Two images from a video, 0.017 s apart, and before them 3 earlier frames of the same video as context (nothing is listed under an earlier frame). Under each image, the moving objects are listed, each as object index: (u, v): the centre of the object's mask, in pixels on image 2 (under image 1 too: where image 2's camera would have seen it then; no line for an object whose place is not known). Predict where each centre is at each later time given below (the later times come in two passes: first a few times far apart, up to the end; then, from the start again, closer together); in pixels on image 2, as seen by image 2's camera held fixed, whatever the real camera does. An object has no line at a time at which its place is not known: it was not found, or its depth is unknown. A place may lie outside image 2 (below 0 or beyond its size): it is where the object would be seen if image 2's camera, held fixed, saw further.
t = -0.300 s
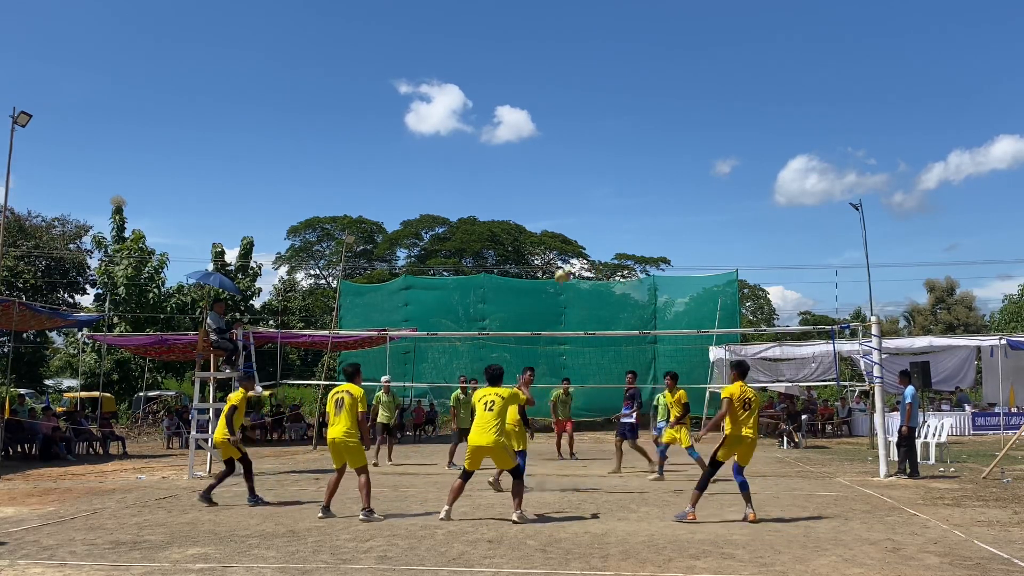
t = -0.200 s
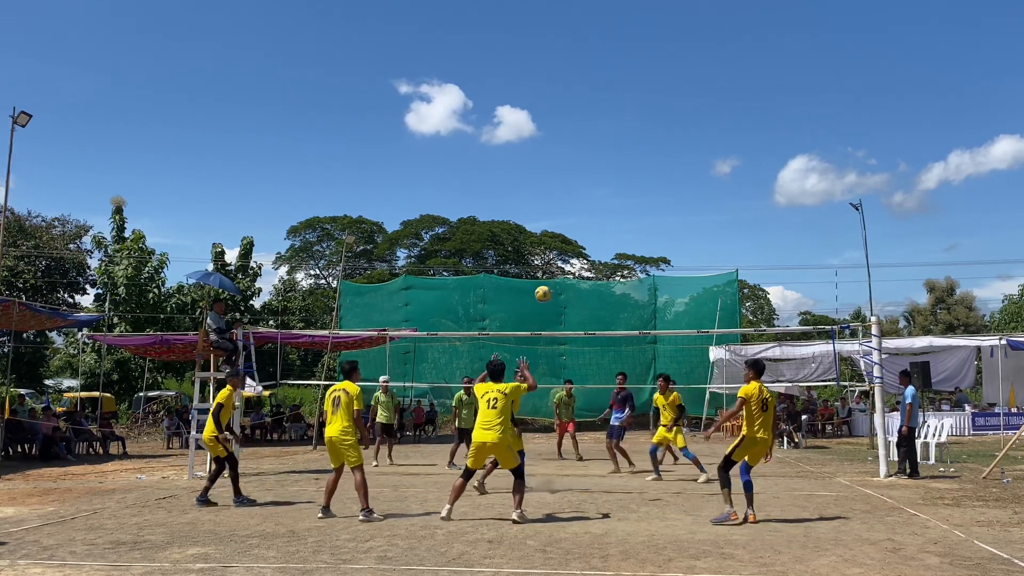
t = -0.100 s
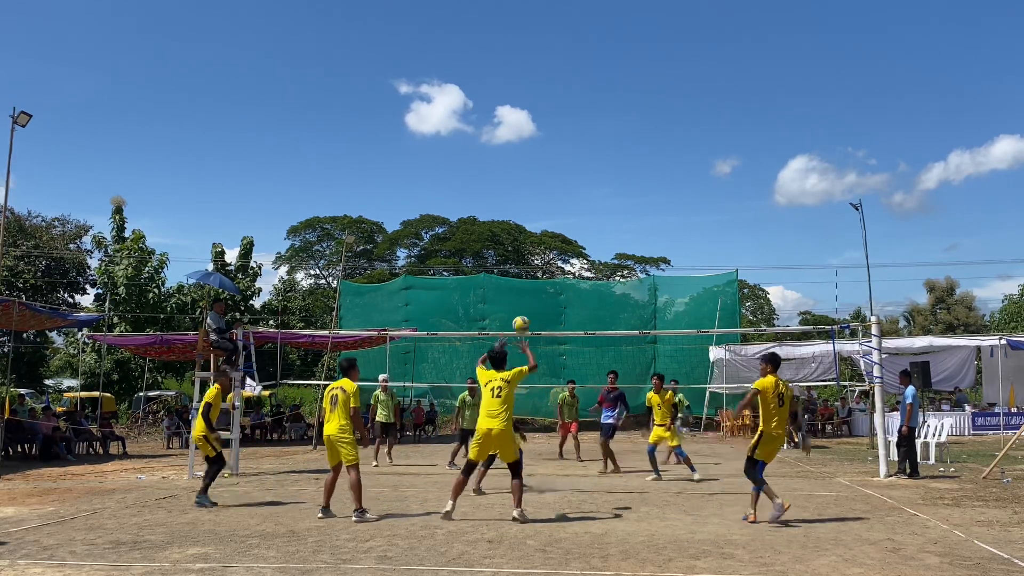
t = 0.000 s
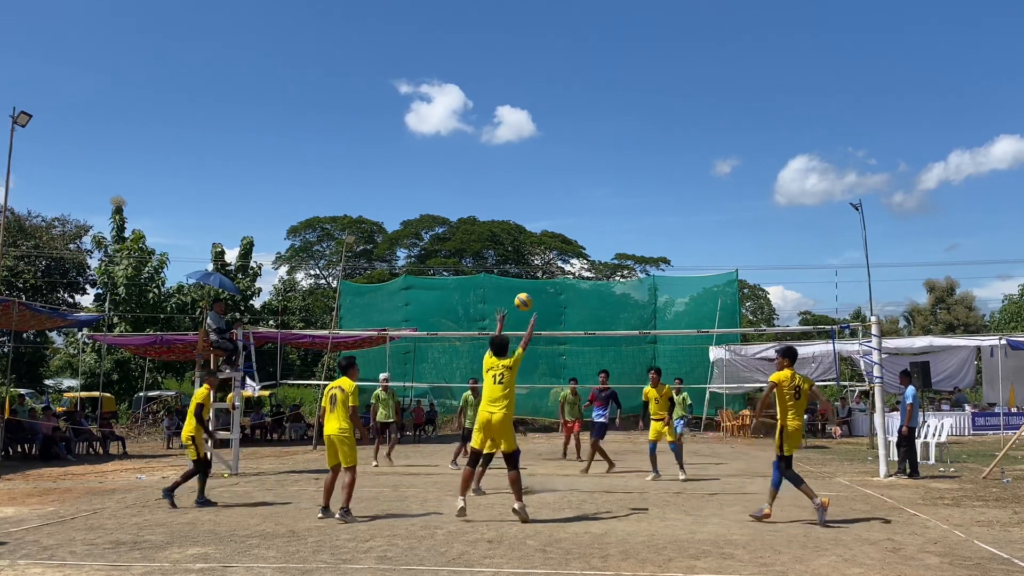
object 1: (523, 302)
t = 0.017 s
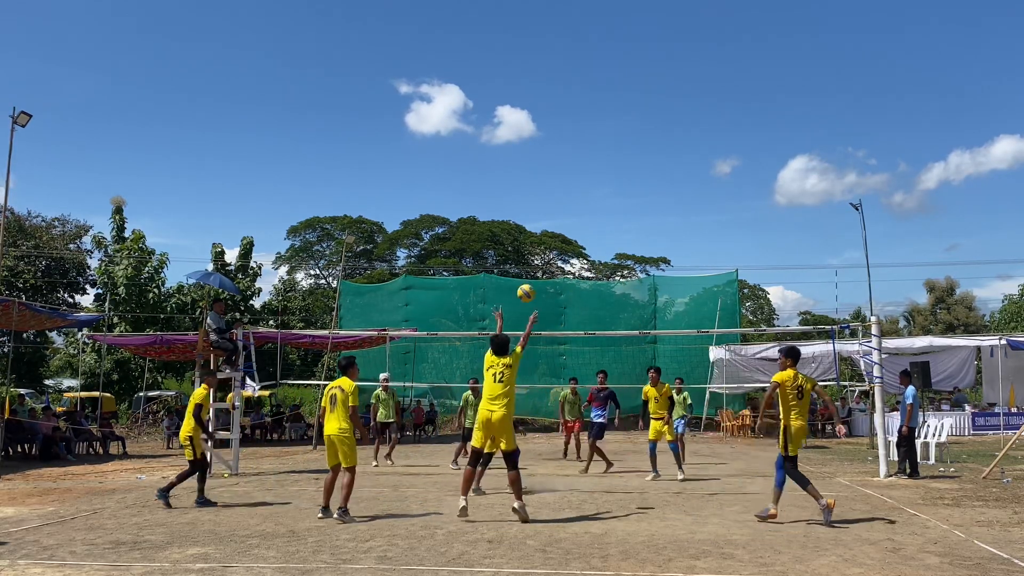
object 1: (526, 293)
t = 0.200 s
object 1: (549, 220)
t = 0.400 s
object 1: (574, 180)
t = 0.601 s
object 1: (596, 172)
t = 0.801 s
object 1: (618, 193)
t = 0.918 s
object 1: (630, 215)
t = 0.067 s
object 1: (532, 269)
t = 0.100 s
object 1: (538, 255)
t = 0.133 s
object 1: (542, 242)
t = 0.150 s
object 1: (545, 236)
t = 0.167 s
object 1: (544, 230)
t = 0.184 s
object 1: (547, 225)
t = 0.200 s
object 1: (549, 220)
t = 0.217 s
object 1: (551, 215)
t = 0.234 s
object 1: (554, 211)
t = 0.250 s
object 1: (556, 206)
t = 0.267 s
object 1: (558, 203)
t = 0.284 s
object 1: (560, 199)
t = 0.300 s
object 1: (562, 195)
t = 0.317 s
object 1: (564, 192)
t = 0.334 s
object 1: (566, 189)
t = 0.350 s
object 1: (568, 186)
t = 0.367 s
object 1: (570, 184)
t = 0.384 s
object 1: (572, 182)
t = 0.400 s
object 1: (574, 180)
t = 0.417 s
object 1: (577, 178)
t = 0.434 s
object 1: (578, 176)
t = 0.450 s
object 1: (580, 175)
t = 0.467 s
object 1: (582, 174)
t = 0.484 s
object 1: (584, 173)
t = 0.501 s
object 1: (586, 172)
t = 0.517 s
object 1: (588, 172)
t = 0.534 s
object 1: (590, 172)
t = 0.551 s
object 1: (591, 171)
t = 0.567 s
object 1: (593, 172)
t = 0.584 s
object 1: (595, 172)
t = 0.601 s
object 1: (596, 172)
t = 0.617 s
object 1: (598, 173)
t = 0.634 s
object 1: (599, 173)
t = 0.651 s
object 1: (601, 175)
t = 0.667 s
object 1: (604, 176)
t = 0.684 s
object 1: (605, 178)
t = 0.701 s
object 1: (607, 179)
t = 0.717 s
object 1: (609, 181)
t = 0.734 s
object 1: (611, 184)
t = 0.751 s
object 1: (613, 186)
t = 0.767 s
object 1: (615, 188)
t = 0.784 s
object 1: (616, 190)
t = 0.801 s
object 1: (618, 193)
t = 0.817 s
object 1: (620, 196)
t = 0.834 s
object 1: (621, 199)
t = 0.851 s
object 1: (623, 201)
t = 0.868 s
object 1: (625, 205)
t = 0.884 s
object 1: (626, 208)
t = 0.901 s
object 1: (628, 211)
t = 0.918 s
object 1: (630, 215)
